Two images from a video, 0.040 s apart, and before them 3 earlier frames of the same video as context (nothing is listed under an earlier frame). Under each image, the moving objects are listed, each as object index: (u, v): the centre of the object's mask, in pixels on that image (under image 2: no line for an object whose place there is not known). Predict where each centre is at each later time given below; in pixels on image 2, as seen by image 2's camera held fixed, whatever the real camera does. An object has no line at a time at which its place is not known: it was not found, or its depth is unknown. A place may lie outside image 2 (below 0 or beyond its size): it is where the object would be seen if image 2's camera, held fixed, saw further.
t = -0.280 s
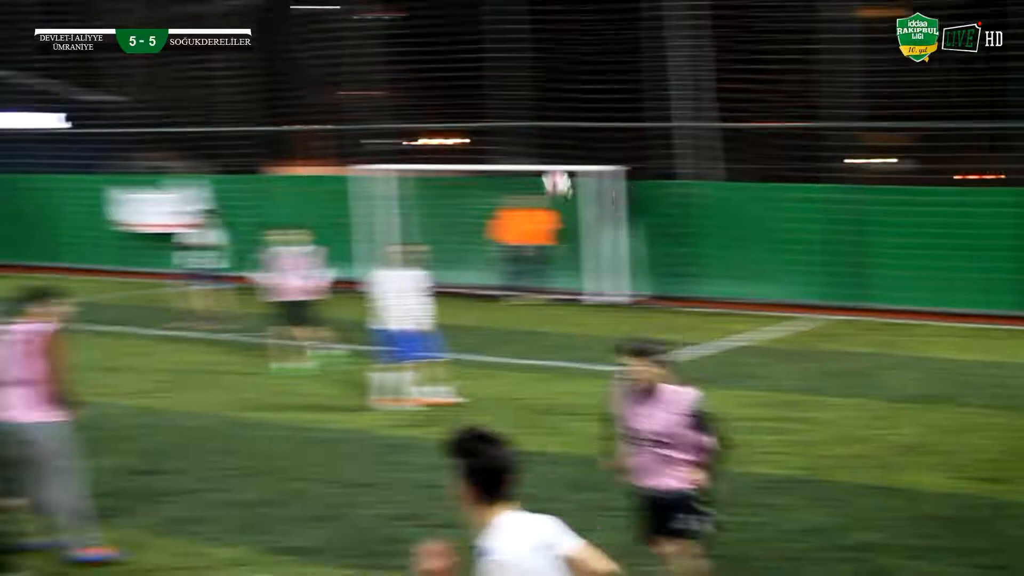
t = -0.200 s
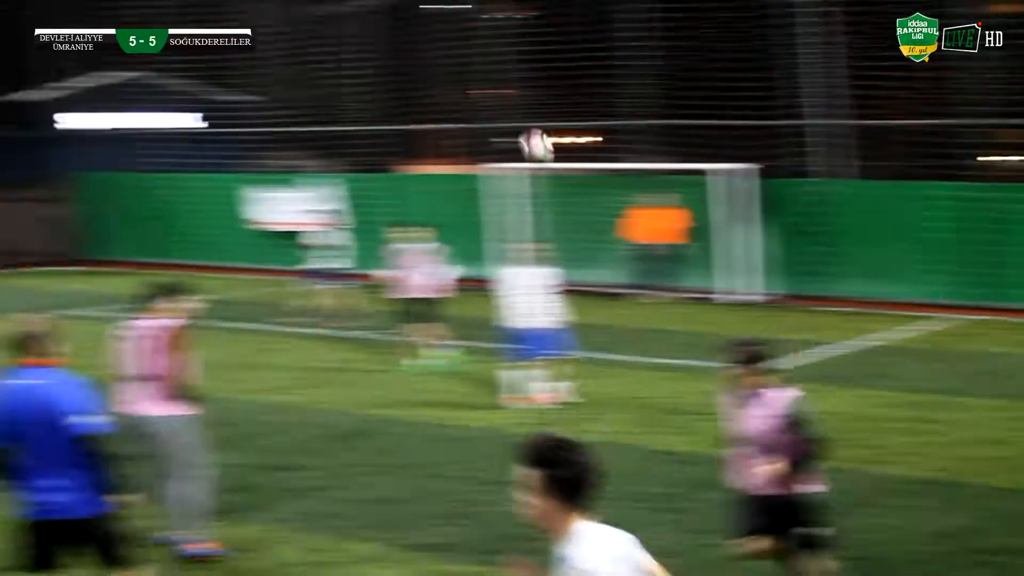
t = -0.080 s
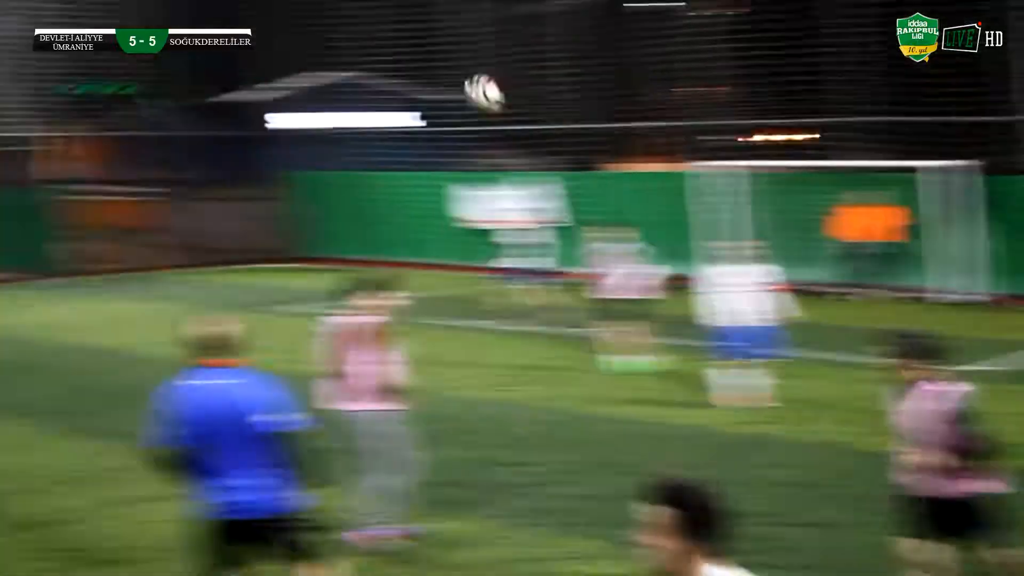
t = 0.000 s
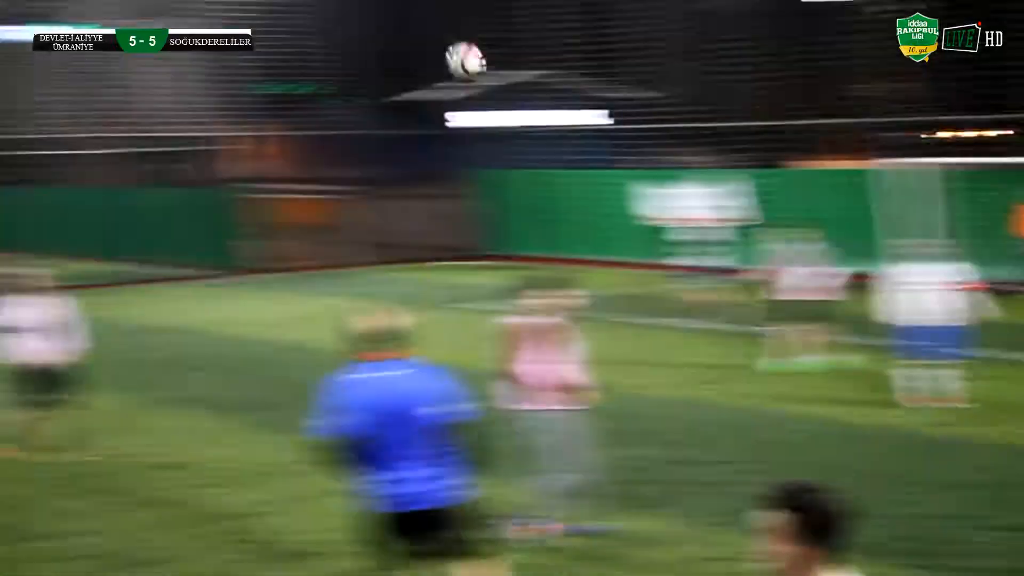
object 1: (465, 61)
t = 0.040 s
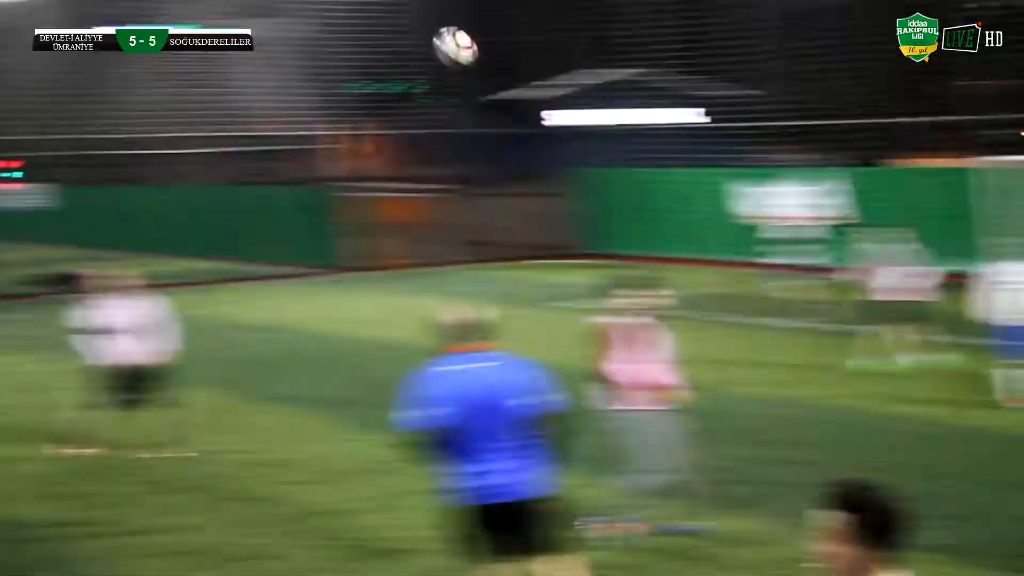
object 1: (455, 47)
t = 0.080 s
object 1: (346, 34)
